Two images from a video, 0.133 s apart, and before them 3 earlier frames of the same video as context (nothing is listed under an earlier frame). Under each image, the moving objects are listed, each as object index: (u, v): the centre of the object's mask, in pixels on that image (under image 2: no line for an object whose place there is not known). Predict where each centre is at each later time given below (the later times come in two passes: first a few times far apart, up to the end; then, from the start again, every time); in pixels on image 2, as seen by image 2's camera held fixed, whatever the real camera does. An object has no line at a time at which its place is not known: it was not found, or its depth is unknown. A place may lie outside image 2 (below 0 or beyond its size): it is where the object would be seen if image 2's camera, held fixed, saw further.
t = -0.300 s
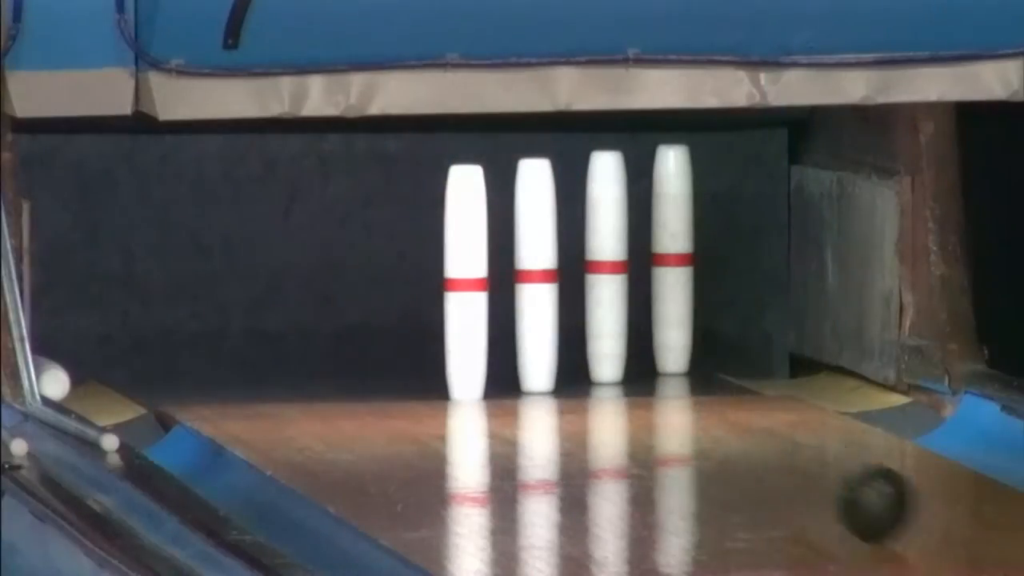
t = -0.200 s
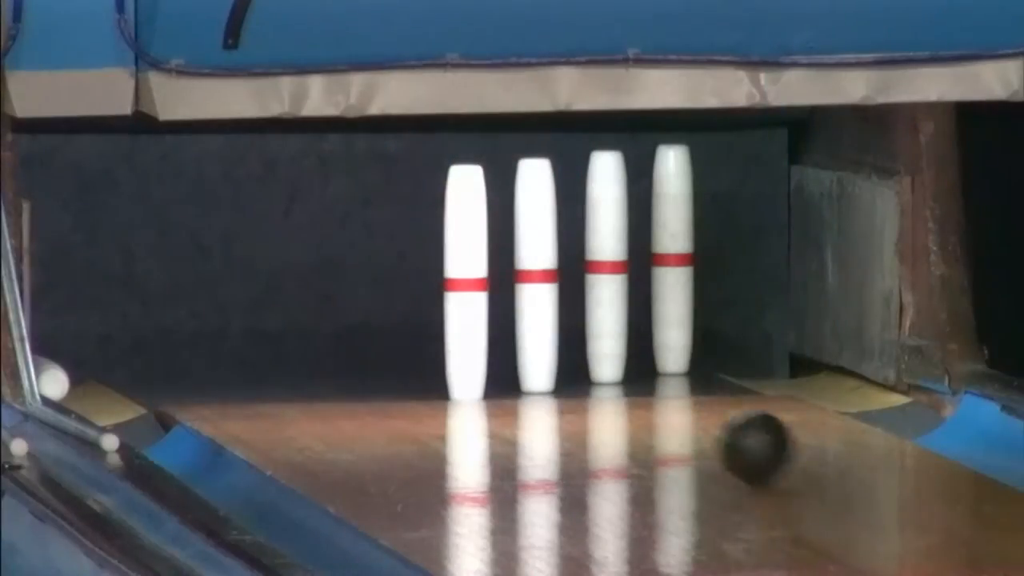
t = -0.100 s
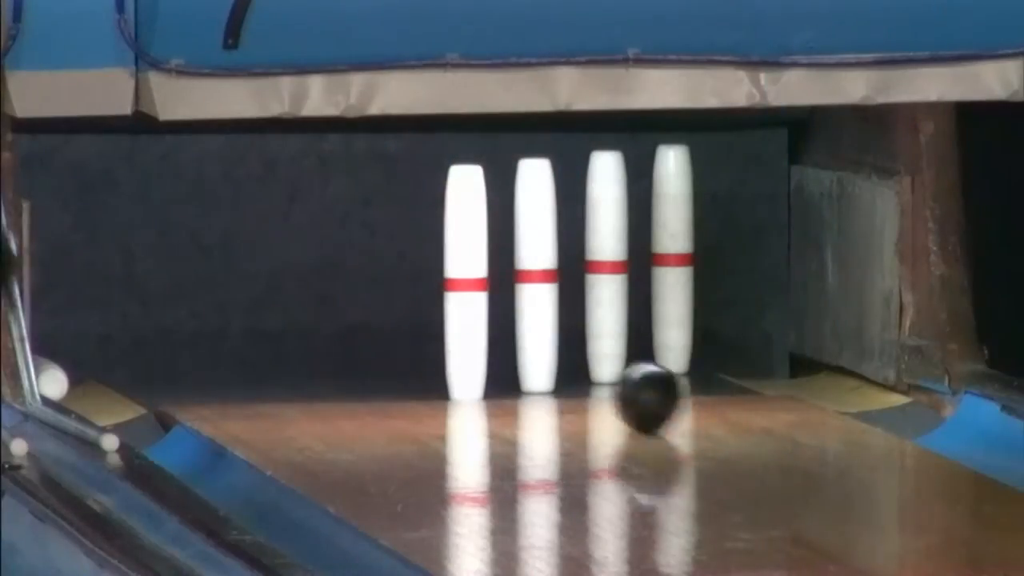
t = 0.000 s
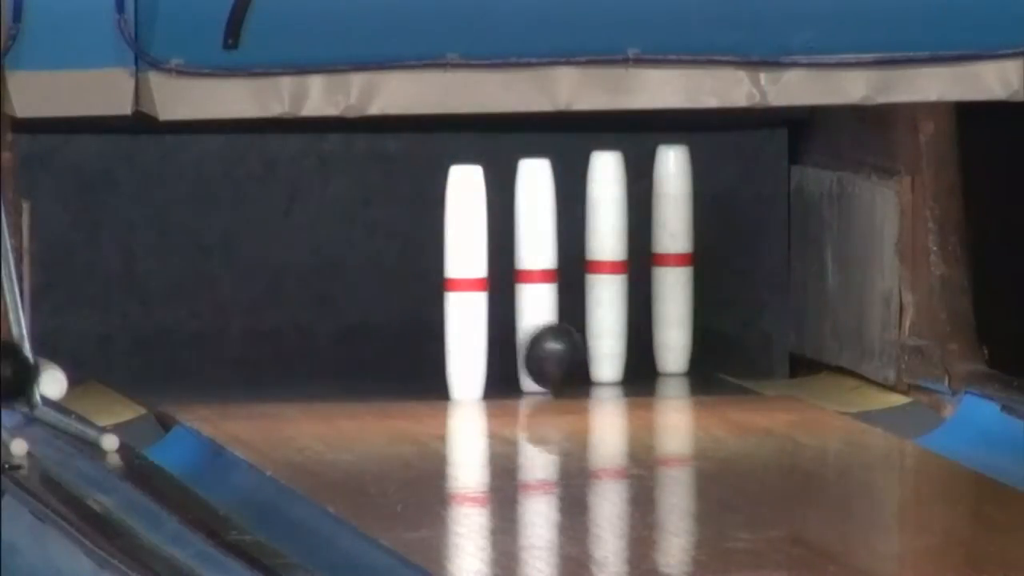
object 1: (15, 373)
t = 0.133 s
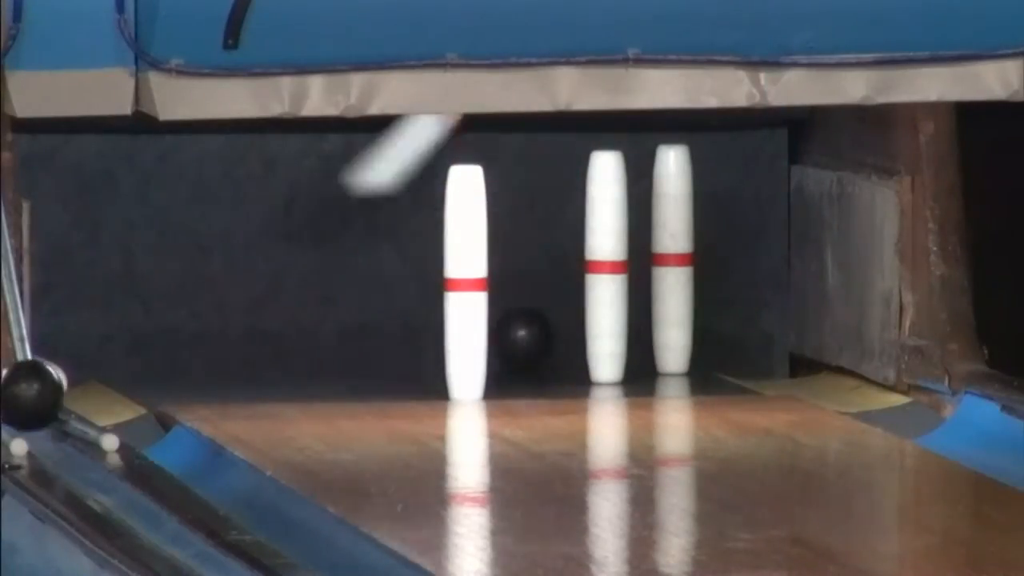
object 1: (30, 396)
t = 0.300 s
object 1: (57, 424)
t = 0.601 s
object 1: (111, 462)
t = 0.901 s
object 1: (174, 508)
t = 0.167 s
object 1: (34, 401)
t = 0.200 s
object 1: (40, 407)
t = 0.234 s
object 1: (45, 412)
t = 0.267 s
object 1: (51, 419)
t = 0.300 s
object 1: (57, 424)
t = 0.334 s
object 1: (62, 428)
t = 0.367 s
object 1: (67, 432)
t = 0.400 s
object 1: (73, 436)
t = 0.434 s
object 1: (78, 440)
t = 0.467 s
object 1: (84, 444)
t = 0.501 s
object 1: (91, 449)
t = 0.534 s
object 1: (99, 452)
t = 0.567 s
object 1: (105, 457)
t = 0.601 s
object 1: (111, 462)
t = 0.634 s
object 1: (118, 467)
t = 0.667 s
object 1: (125, 472)
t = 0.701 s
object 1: (132, 476)
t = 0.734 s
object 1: (138, 481)
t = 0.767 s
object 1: (145, 486)
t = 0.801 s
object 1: (152, 491)
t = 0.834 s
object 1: (159, 496)
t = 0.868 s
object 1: (167, 502)
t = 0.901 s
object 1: (174, 508)
